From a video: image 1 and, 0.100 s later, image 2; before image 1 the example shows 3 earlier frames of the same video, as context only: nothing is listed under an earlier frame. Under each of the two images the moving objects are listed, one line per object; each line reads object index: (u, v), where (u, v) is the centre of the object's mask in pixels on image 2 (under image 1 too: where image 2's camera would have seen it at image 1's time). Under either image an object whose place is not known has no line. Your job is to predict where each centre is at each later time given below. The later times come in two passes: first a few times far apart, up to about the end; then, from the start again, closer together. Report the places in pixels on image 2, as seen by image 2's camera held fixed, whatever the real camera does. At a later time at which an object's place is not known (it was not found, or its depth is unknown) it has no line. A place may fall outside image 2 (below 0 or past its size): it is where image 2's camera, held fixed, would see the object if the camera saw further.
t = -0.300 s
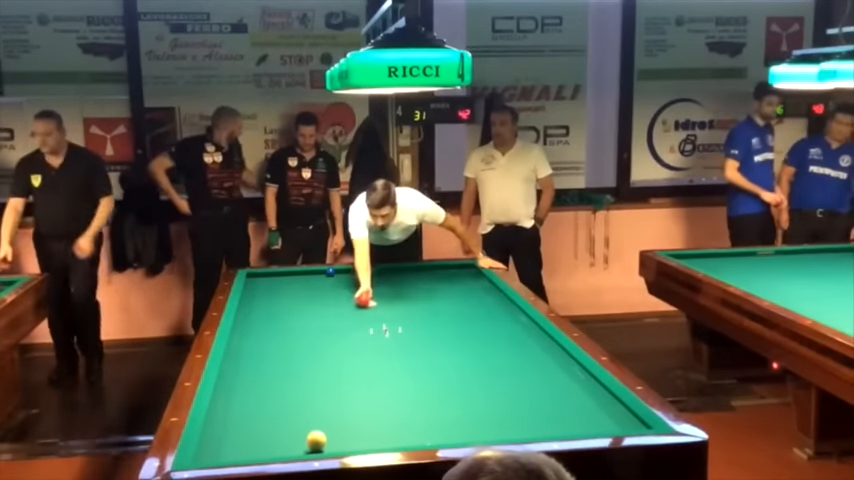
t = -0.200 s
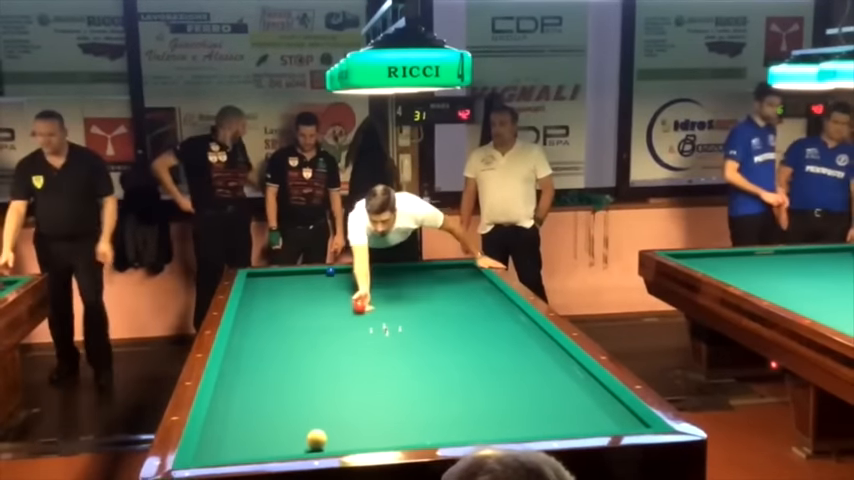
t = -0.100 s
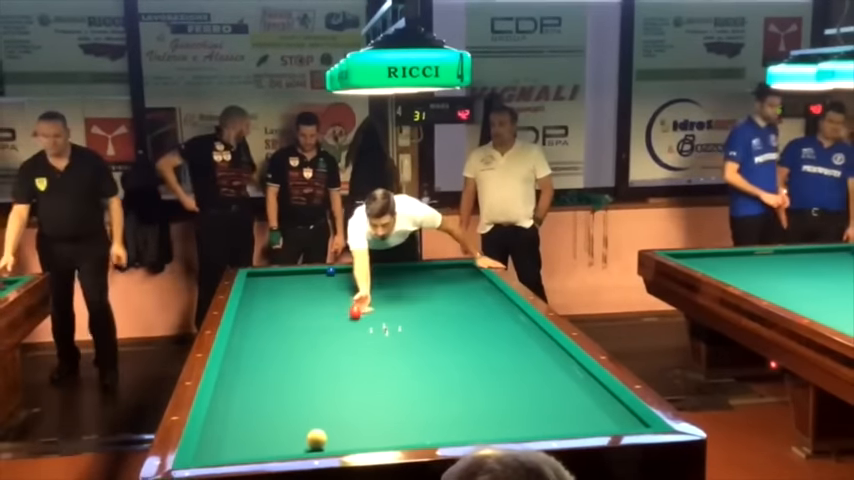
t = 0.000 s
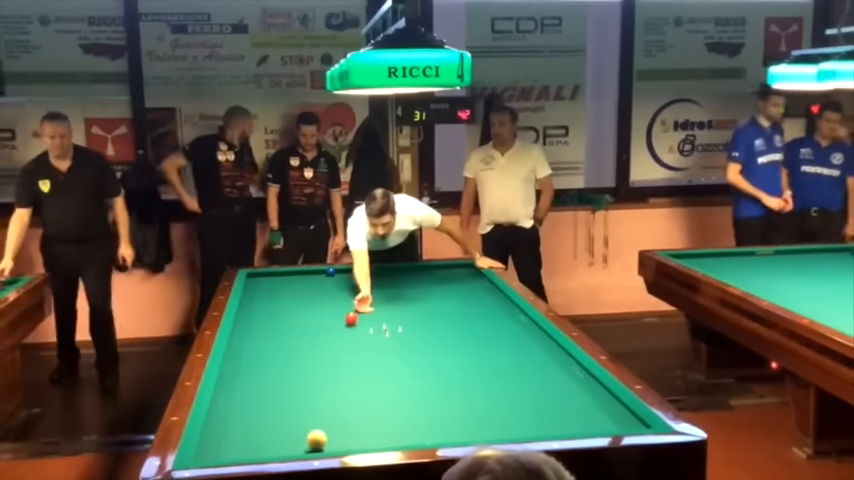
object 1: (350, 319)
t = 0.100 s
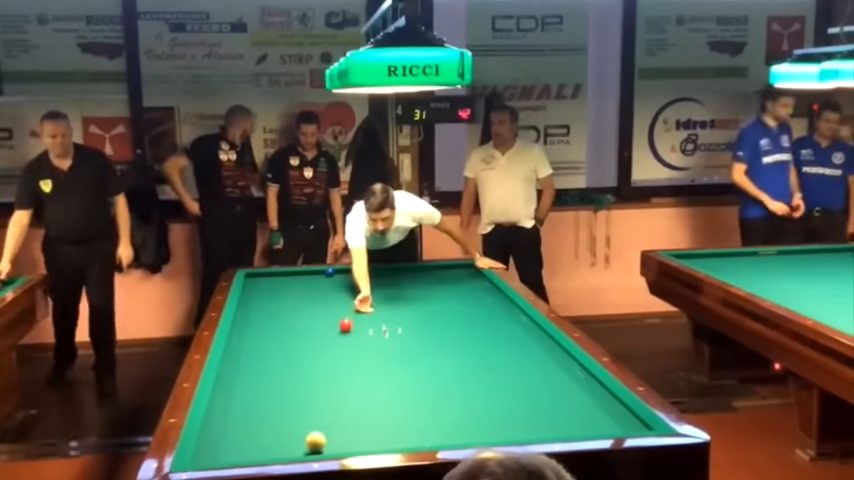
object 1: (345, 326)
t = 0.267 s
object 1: (338, 334)
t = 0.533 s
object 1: (323, 353)
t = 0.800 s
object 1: (307, 373)
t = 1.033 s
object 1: (290, 394)
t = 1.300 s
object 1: (268, 421)
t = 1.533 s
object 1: (246, 448)
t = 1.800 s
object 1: (229, 446)
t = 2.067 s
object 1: (218, 430)
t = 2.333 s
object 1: (215, 416)
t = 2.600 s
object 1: (224, 403)
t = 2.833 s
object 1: (232, 393)
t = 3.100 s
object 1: (240, 382)
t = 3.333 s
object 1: (246, 374)
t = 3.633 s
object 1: (253, 364)
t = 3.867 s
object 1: (259, 357)
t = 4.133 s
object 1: (264, 349)
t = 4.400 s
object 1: (270, 343)
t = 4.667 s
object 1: (274, 336)
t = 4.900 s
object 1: (278, 331)
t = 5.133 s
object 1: (282, 327)
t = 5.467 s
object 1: (286, 321)
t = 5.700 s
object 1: (290, 317)
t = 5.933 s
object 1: (292, 313)
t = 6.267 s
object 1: (297, 308)
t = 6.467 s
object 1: (298, 306)
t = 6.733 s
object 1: (301, 302)
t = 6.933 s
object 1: (303, 299)
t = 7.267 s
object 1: (307, 296)
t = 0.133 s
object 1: (344, 327)
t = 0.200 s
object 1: (341, 330)
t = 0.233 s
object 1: (339, 333)
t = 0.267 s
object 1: (338, 334)
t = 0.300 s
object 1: (337, 335)
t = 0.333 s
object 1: (334, 339)
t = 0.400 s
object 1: (330, 343)
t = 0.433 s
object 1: (329, 346)
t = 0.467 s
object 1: (327, 348)
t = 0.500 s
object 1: (325, 350)
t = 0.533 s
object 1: (323, 353)
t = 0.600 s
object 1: (319, 358)
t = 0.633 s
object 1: (317, 360)
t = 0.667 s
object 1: (316, 362)
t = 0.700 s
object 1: (313, 365)
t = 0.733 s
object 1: (311, 368)
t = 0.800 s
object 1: (307, 373)
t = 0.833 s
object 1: (304, 376)
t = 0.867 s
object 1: (302, 379)
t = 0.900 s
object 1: (300, 382)
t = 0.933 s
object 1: (297, 385)
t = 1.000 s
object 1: (293, 390)
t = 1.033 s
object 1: (290, 394)
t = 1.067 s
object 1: (287, 397)
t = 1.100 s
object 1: (285, 400)
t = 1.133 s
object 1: (282, 403)
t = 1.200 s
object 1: (277, 410)
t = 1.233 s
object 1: (274, 414)
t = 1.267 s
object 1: (271, 417)
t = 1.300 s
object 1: (268, 421)
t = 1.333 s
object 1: (265, 425)
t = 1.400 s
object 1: (259, 432)
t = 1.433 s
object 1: (256, 436)
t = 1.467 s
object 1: (253, 440)
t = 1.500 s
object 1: (250, 444)
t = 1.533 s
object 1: (246, 448)
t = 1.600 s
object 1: (240, 453)
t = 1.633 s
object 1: (236, 456)
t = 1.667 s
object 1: (235, 455)
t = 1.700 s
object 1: (233, 453)
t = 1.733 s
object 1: (232, 451)
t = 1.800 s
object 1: (229, 446)
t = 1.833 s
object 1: (228, 444)
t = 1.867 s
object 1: (226, 442)
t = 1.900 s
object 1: (225, 440)
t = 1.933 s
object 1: (223, 438)
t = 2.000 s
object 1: (221, 434)
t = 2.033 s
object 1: (219, 432)
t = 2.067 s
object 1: (218, 430)
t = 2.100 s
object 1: (217, 429)
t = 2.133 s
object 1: (216, 426)
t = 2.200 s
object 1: (213, 423)
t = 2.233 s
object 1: (212, 421)
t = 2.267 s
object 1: (212, 420)
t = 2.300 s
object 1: (214, 418)
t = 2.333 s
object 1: (215, 416)
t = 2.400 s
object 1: (217, 413)
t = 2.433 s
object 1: (218, 411)
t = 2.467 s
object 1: (220, 410)
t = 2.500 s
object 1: (221, 408)
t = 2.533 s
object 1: (222, 406)
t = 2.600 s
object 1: (224, 403)
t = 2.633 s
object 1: (225, 402)
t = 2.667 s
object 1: (226, 400)
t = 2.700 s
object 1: (227, 399)
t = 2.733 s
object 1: (229, 397)
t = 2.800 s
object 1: (231, 394)
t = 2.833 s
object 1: (232, 393)
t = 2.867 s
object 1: (233, 392)
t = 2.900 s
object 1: (234, 390)
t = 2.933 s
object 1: (235, 389)
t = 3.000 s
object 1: (237, 386)
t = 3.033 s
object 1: (238, 385)
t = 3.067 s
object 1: (239, 383)
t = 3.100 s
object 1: (240, 382)
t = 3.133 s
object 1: (241, 381)
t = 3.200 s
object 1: (242, 378)
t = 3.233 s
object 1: (243, 377)
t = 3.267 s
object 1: (244, 376)
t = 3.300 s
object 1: (245, 375)
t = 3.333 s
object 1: (246, 374)
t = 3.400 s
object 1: (248, 371)
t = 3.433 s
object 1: (248, 370)
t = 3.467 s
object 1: (249, 369)
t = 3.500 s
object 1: (250, 368)
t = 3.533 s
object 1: (251, 367)
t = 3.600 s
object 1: (252, 365)
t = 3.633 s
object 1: (253, 364)
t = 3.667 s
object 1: (254, 363)
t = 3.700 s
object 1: (255, 361)
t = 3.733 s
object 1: (256, 361)
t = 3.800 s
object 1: (257, 359)
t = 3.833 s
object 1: (258, 358)
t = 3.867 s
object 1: (259, 357)
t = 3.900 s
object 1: (259, 356)
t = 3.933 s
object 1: (260, 355)
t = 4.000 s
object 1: (261, 353)
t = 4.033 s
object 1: (262, 352)
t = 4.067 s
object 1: (263, 351)
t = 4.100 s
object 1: (264, 350)
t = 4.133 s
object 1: (264, 349)
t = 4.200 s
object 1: (265, 348)
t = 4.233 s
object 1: (266, 347)
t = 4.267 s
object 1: (267, 346)
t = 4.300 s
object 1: (268, 345)
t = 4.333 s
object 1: (268, 344)
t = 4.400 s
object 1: (270, 343)
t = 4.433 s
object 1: (270, 342)
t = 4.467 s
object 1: (271, 341)
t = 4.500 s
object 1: (271, 340)
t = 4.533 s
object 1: (272, 339)
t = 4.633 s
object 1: (274, 337)
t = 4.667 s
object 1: (274, 336)
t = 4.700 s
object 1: (275, 336)
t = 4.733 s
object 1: (275, 335)
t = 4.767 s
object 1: (276, 334)
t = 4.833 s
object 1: (277, 333)
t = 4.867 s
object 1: (278, 332)
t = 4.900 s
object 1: (278, 331)
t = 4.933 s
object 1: (279, 331)
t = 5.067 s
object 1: (281, 328)
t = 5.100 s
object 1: (281, 327)
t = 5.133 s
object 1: (282, 327)
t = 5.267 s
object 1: (284, 324)
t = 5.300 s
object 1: (284, 323)
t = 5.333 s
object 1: (285, 323)
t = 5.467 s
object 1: (286, 321)
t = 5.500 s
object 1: (287, 320)
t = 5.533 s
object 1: (287, 320)
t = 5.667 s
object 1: (289, 317)
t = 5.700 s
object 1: (290, 317)
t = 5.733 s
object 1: (290, 316)
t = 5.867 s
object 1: (291, 314)
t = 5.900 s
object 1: (292, 313)
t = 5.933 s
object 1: (292, 313)
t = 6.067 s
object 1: (294, 311)
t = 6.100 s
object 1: (294, 310)
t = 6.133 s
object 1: (295, 310)
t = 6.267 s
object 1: (297, 308)
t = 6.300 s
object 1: (297, 308)
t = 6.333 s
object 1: (297, 307)
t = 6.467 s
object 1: (298, 306)
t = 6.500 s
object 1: (299, 305)
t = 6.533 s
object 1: (299, 304)
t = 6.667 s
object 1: (300, 303)
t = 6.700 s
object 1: (301, 302)
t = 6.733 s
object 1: (301, 302)
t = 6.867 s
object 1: (303, 300)
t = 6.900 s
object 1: (303, 300)
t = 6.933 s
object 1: (303, 299)
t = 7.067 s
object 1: (304, 298)
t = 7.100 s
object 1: (305, 298)
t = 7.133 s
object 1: (306, 297)
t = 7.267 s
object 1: (307, 296)
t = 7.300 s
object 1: (307, 295)
